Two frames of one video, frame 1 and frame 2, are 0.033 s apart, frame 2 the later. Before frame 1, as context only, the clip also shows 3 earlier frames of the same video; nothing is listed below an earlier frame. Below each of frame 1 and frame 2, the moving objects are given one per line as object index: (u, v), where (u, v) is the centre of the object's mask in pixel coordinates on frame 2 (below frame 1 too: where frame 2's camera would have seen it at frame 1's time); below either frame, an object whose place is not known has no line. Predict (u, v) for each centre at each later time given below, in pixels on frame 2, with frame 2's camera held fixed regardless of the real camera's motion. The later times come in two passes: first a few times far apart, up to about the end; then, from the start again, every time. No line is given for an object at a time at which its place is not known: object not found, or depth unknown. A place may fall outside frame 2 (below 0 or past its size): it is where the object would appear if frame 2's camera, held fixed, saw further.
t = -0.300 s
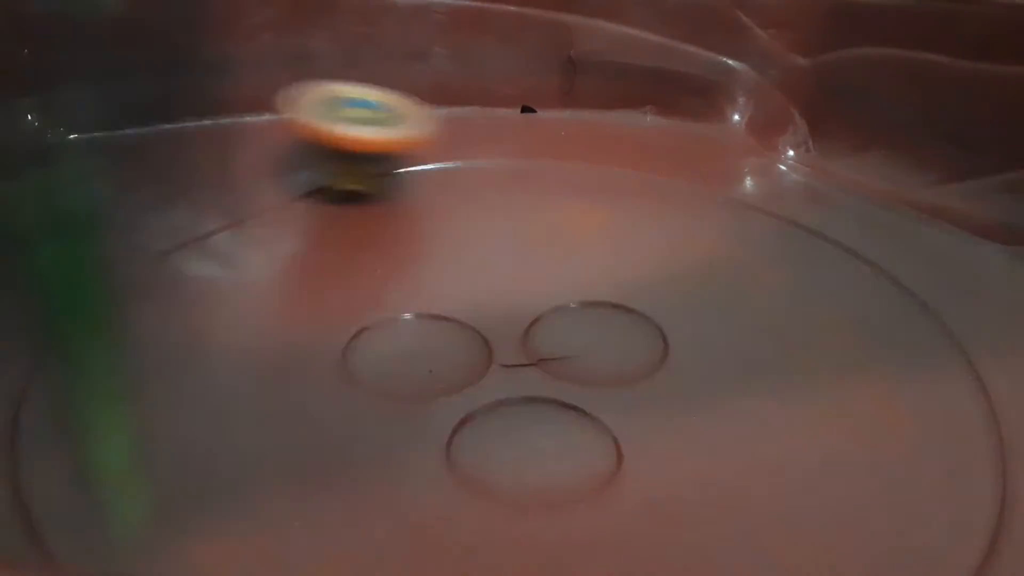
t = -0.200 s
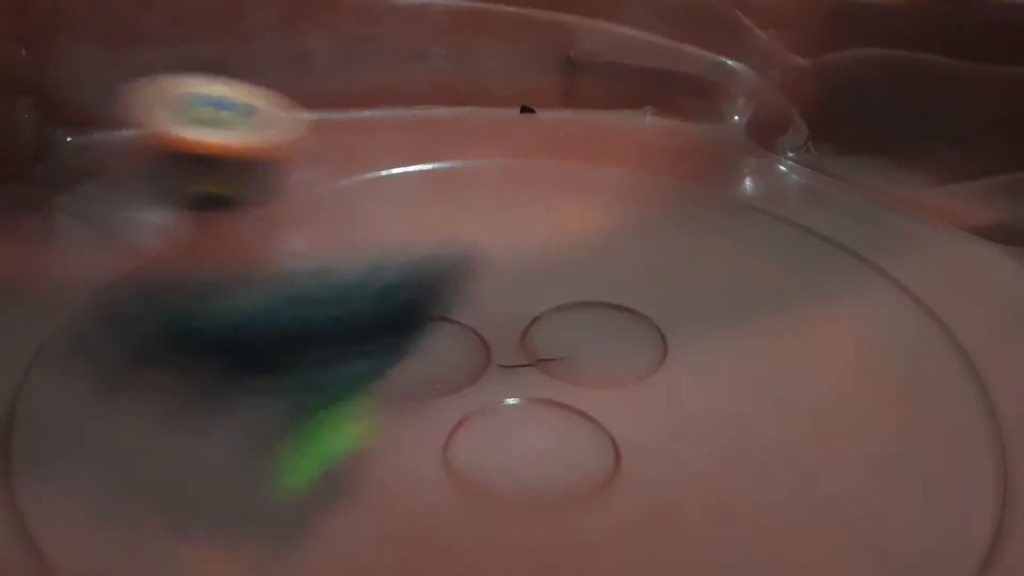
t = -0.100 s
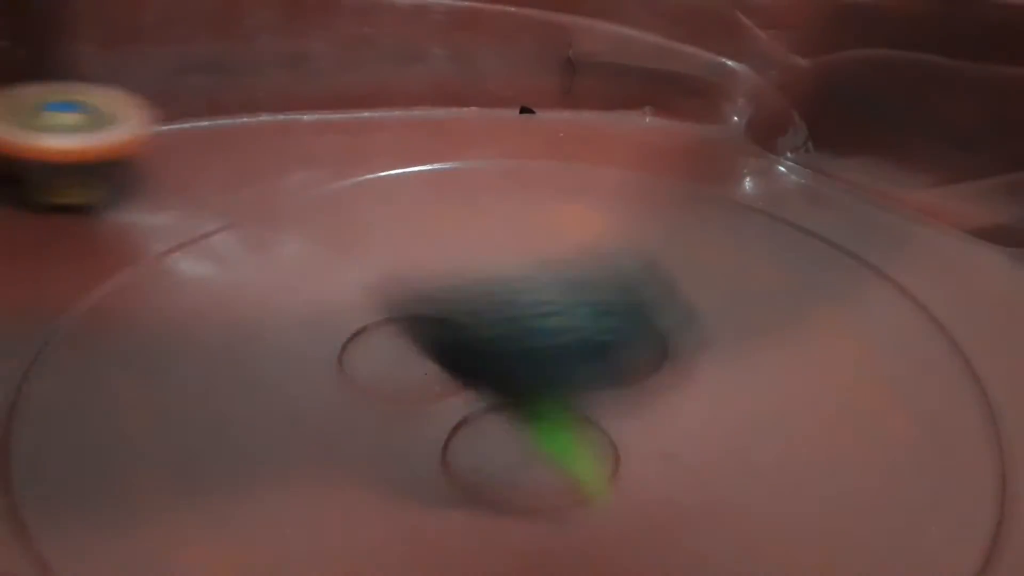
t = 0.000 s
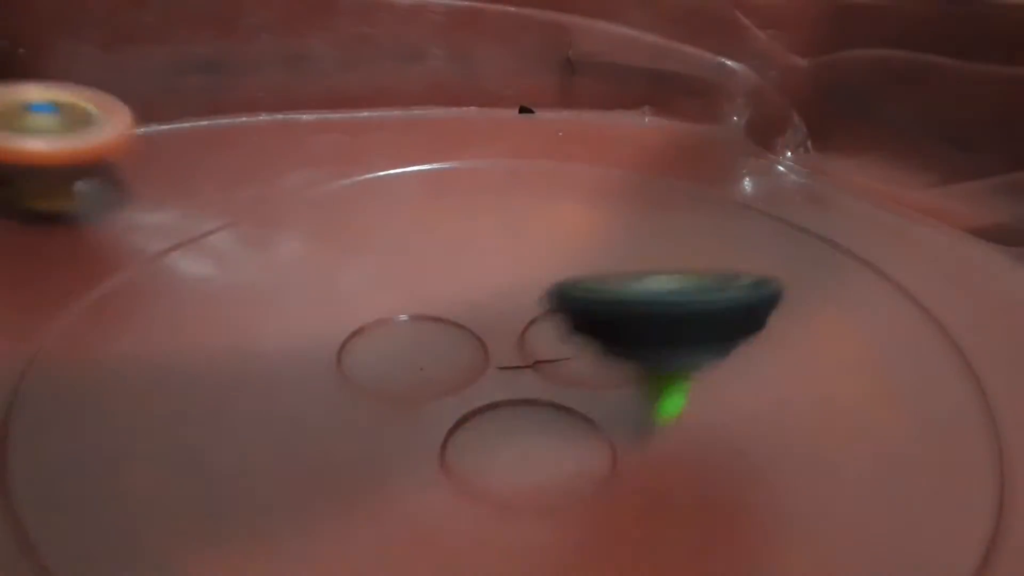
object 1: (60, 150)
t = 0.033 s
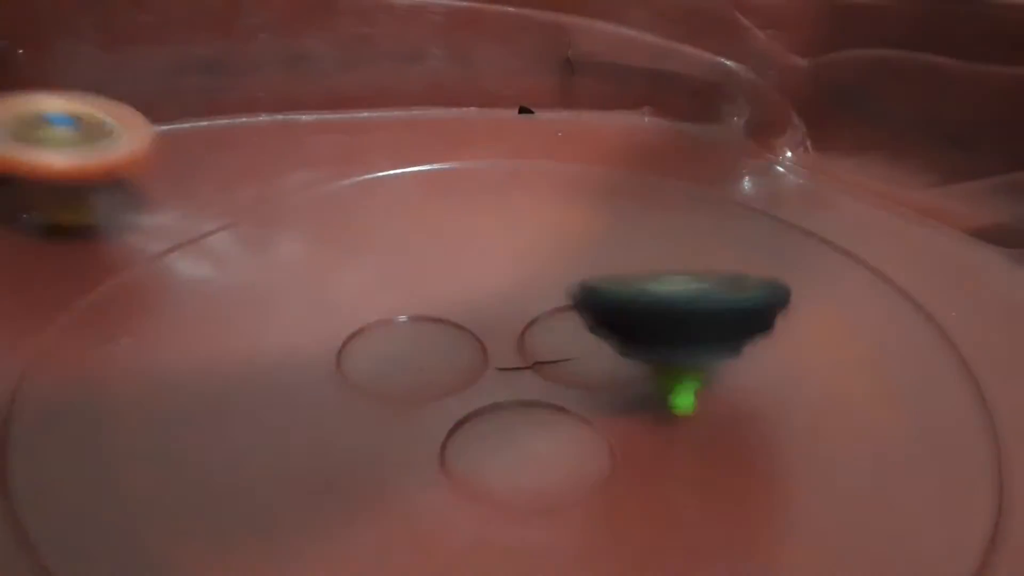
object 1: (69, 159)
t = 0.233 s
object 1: (235, 267)
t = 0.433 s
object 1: (729, 297)
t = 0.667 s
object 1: (841, 153)
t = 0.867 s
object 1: (657, 101)
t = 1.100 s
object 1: (439, 200)
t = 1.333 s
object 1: (564, 269)
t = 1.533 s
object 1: (719, 225)
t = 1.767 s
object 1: (699, 208)
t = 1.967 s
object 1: (466, 260)
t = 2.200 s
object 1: (370, 372)
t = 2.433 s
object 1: (514, 423)
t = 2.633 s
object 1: (545, 335)
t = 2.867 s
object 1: (390, 308)
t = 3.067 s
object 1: (359, 278)
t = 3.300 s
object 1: (434, 270)
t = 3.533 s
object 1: (411, 237)
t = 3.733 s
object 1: (450, 194)
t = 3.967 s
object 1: (500, 238)
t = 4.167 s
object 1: (632, 274)
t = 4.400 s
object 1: (558, 297)
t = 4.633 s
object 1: (583, 263)
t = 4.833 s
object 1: (595, 283)
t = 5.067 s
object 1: (609, 235)
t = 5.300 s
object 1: (546, 207)
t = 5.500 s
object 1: (586, 226)
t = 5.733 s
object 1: (724, 262)
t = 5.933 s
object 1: (756, 343)
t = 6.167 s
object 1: (657, 438)
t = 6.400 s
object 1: (450, 421)
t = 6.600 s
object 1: (296, 370)
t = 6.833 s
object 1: (351, 273)
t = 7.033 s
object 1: (394, 209)
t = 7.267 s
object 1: (509, 256)
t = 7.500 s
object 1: (577, 311)
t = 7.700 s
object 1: (597, 300)
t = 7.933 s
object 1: (588, 261)
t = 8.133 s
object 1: (617, 307)
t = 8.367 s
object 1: (638, 315)
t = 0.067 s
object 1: (81, 167)
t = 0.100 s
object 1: (94, 180)
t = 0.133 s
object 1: (115, 200)
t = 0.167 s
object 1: (138, 228)
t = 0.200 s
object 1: (181, 241)
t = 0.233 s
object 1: (235, 267)
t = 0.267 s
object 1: (320, 302)
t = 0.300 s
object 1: (398, 326)
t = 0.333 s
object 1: (487, 317)
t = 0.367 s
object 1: (577, 323)
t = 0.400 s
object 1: (658, 315)
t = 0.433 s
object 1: (729, 297)
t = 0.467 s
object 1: (778, 278)
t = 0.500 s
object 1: (822, 253)
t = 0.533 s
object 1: (854, 227)
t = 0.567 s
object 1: (872, 204)
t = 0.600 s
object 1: (870, 179)
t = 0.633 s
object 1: (858, 167)
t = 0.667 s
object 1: (841, 153)
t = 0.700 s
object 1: (818, 139)
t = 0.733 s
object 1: (796, 124)
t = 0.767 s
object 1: (770, 110)
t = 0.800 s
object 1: (738, 98)
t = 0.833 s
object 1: (700, 91)
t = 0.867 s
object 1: (657, 101)
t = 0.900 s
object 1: (610, 119)
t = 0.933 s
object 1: (569, 135)
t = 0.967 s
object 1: (527, 155)
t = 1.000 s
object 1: (481, 181)
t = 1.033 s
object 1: (460, 189)
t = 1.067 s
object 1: (449, 195)
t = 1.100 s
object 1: (439, 200)
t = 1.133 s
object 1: (431, 215)
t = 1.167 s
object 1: (433, 226)
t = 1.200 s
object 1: (451, 243)
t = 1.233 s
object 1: (472, 252)
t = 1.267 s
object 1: (496, 258)
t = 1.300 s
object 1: (526, 263)
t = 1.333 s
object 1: (564, 269)
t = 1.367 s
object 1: (620, 264)
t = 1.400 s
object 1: (658, 260)
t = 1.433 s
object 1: (679, 253)
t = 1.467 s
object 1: (699, 246)
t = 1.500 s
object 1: (711, 238)
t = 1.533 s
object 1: (719, 225)
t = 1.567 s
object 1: (726, 214)
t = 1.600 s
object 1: (730, 207)
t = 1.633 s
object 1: (731, 202)
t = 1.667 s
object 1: (730, 199)
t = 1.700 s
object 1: (724, 198)
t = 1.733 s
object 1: (714, 201)
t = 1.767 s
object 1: (699, 208)
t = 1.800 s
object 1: (678, 219)
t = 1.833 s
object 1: (654, 232)
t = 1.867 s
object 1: (617, 238)
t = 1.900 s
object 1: (562, 242)
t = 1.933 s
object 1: (511, 249)
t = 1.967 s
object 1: (466, 260)
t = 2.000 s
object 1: (421, 280)
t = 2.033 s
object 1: (380, 297)
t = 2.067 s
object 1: (354, 304)
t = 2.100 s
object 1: (346, 314)
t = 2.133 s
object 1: (347, 330)
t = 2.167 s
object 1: (354, 348)
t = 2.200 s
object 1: (370, 372)
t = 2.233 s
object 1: (402, 397)
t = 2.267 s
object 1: (442, 414)
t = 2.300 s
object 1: (496, 428)
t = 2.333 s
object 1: (500, 430)
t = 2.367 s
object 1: (504, 431)
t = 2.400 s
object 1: (509, 428)
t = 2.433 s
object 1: (514, 423)
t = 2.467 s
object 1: (523, 414)
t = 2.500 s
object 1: (534, 408)
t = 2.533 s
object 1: (549, 396)
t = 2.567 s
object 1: (558, 373)
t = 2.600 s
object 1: (556, 353)
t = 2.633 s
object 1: (545, 335)
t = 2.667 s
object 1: (530, 325)
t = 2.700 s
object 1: (513, 325)
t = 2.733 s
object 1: (492, 325)
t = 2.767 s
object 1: (466, 323)
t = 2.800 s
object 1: (434, 319)
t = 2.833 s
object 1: (408, 316)
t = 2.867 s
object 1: (390, 308)
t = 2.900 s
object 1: (379, 298)
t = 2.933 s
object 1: (370, 289)
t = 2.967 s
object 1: (363, 283)
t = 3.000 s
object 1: (366, 285)
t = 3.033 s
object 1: (361, 282)
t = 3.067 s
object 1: (359, 278)
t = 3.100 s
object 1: (364, 282)
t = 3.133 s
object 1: (380, 287)
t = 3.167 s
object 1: (398, 287)
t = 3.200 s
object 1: (414, 287)
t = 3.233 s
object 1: (427, 286)
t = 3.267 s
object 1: (434, 280)
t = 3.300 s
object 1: (434, 270)
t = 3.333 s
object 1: (429, 260)
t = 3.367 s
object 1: (417, 266)
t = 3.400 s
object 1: (405, 273)
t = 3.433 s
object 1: (400, 274)
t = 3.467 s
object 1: (402, 255)
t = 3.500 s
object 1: (406, 242)
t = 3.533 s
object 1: (411, 237)
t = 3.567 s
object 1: (419, 230)
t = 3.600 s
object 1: (428, 220)
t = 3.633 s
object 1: (437, 210)
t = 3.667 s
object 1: (443, 201)
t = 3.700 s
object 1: (447, 196)
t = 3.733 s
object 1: (450, 194)
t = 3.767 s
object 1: (452, 194)
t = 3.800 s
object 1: (454, 198)
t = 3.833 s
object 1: (457, 203)
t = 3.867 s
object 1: (462, 210)
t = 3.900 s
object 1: (471, 219)
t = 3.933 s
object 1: (483, 229)
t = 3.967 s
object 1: (500, 238)
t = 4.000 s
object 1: (524, 248)
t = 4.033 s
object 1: (547, 263)
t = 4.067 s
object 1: (574, 280)
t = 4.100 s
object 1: (606, 294)
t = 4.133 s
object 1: (626, 294)
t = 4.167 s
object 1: (632, 274)
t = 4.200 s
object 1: (629, 256)
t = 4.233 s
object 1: (610, 246)
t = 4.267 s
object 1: (590, 245)
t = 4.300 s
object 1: (568, 255)
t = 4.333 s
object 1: (553, 270)
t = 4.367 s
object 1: (550, 283)
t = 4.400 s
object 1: (558, 297)
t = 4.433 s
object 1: (581, 306)
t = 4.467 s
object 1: (609, 305)
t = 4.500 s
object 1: (630, 289)
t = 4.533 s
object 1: (635, 278)
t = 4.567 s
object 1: (624, 268)
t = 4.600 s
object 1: (605, 262)
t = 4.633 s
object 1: (583, 263)
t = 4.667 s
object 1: (562, 270)
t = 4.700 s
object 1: (546, 273)
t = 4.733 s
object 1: (541, 275)
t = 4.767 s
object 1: (555, 274)
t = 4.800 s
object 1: (572, 270)
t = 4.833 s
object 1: (595, 283)
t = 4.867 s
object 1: (618, 277)
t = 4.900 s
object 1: (635, 276)
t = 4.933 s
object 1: (639, 249)
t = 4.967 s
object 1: (637, 241)
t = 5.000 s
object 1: (633, 244)
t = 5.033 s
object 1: (622, 240)
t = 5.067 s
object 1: (609, 235)
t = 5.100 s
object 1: (596, 230)
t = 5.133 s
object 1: (584, 226)
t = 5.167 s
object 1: (574, 221)
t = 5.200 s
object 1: (567, 217)
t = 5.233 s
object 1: (561, 212)
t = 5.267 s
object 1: (554, 209)
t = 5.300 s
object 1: (546, 207)
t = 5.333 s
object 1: (544, 207)
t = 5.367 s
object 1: (547, 209)
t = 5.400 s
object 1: (552, 212)
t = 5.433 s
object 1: (555, 217)
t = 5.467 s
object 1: (559, 225)
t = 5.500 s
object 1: (586, 226)
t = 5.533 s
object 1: (620, 228)
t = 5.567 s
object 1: (644, 231)
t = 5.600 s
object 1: (663, 235)
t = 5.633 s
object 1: (681, 240)
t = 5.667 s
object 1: (696, 246)
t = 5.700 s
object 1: (711, 254)
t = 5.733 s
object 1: (724, 262)
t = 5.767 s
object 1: (735, 271)
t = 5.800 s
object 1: (744, 282)
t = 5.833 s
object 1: (752, 297)
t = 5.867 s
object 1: (757, 311)
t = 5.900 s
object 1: (758, 325)
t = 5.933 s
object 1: (756, 343)
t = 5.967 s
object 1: (753, 359)
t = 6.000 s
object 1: (745, 375)
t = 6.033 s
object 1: (734, 391)
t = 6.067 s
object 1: (718, 406)
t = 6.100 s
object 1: (701, 419)
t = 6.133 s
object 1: (681, 430)
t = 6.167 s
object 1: (657, 438)
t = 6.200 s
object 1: (630, 446)
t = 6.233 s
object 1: (599, 449)
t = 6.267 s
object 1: (565, 449)
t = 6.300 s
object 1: (533, 446)
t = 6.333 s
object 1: (504, 441)
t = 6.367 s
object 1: (475, 432)
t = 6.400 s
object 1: (450, 421)
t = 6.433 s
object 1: (427, 411)
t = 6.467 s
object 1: (407, 398)
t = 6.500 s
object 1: (382, 396)
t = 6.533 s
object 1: (338, 389)
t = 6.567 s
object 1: (311, 377)
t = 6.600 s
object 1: (296, 370)
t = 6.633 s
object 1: (289, 354)
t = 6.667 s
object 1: (289, 341)
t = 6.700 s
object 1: (298, 328)
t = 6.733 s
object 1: (311, 314)
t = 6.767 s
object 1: (324, 300)
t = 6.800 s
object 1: (342, 287)
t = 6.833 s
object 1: (351, 273)
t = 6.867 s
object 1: (340, 256)
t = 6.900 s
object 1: (345, 236)
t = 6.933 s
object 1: (346, 226)
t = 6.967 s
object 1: (359, 216)
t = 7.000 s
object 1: (374, 211)
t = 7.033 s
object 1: (394, 209)
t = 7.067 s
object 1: (409, 208)
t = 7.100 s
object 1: (428, 208)
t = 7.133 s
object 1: (447, 214)
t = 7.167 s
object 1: (464, 224)
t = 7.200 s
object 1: (477, 233)
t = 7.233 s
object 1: (491, 244)
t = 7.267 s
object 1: (509, 256)
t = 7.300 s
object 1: (528, 273)
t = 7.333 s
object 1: (554, 301)
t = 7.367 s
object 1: (577, 307)
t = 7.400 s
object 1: (578, 313)
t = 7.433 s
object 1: (577, 320)
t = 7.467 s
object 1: (578, 312)
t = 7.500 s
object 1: (577, 311)
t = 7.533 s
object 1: (576, 310)
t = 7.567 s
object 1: (575, 305)
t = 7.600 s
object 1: (574, 306)
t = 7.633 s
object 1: (583, 310)
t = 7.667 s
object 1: (594, 305)
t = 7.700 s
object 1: (597, 300)
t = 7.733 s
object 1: (600, 284)
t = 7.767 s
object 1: (599, 271)
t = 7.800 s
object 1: (600, 264)
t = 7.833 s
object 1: (602, 257)
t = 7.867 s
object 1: (599, 254)
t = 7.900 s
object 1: (594, 257)
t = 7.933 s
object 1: (588, 261)
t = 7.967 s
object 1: (587, 266)
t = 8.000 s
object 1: (586, 274)
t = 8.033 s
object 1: (598, 280)
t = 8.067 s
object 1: (614, 286)
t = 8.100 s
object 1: (615, 305)
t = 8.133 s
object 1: (617, 307)
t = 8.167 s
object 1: (613, 307)
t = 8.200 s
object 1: (606, 311)
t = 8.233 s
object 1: (597, 322)
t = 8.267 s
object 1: (613, 319)
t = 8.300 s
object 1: (624, 316)
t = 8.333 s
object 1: (630, 316)
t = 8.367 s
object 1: (638, 315)
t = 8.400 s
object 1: (639, 304)
